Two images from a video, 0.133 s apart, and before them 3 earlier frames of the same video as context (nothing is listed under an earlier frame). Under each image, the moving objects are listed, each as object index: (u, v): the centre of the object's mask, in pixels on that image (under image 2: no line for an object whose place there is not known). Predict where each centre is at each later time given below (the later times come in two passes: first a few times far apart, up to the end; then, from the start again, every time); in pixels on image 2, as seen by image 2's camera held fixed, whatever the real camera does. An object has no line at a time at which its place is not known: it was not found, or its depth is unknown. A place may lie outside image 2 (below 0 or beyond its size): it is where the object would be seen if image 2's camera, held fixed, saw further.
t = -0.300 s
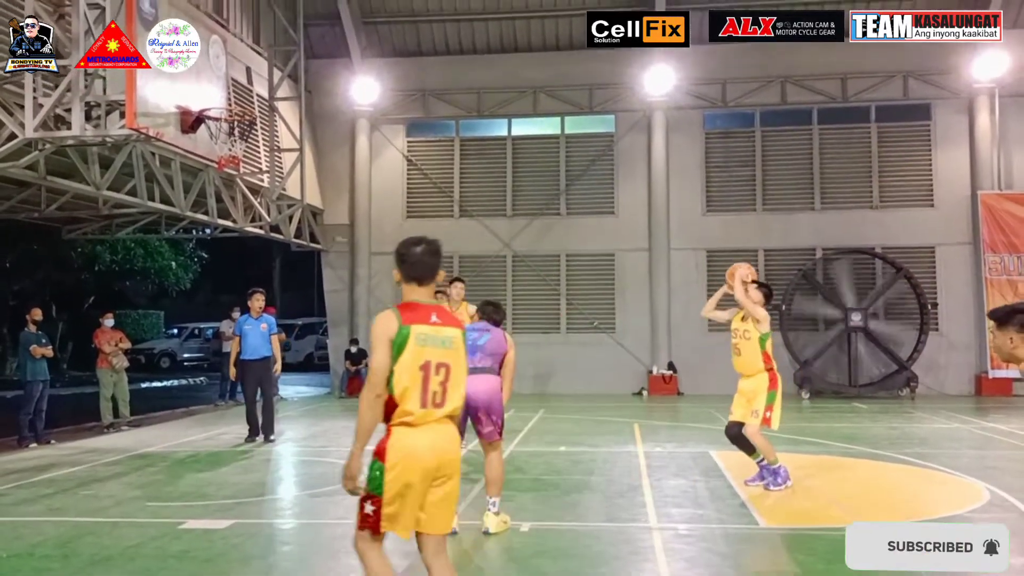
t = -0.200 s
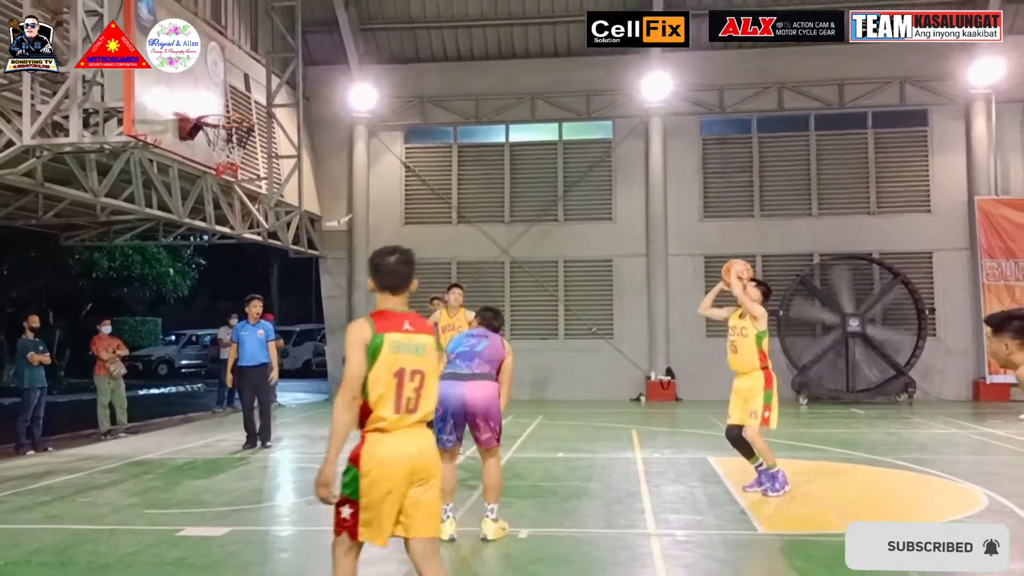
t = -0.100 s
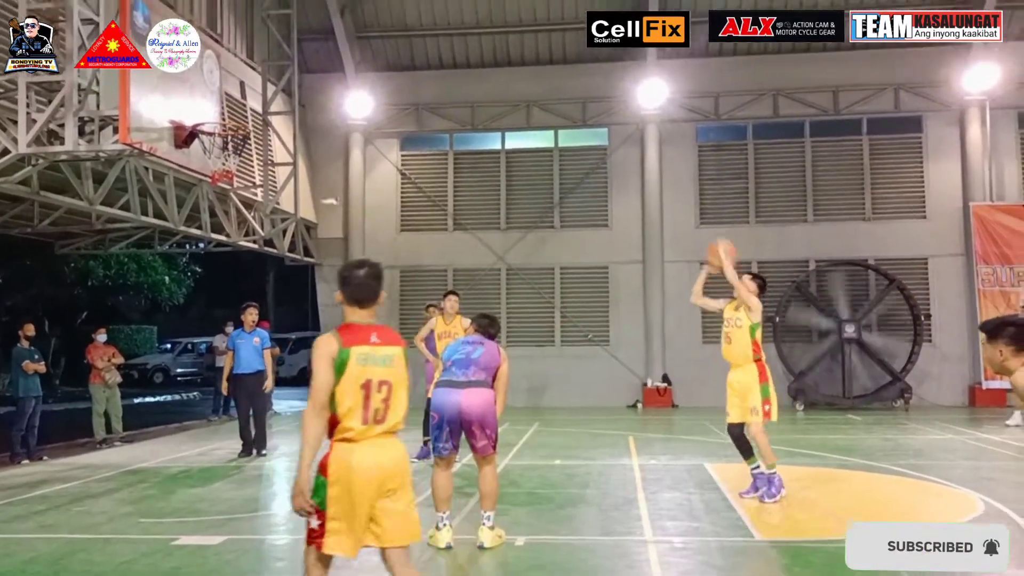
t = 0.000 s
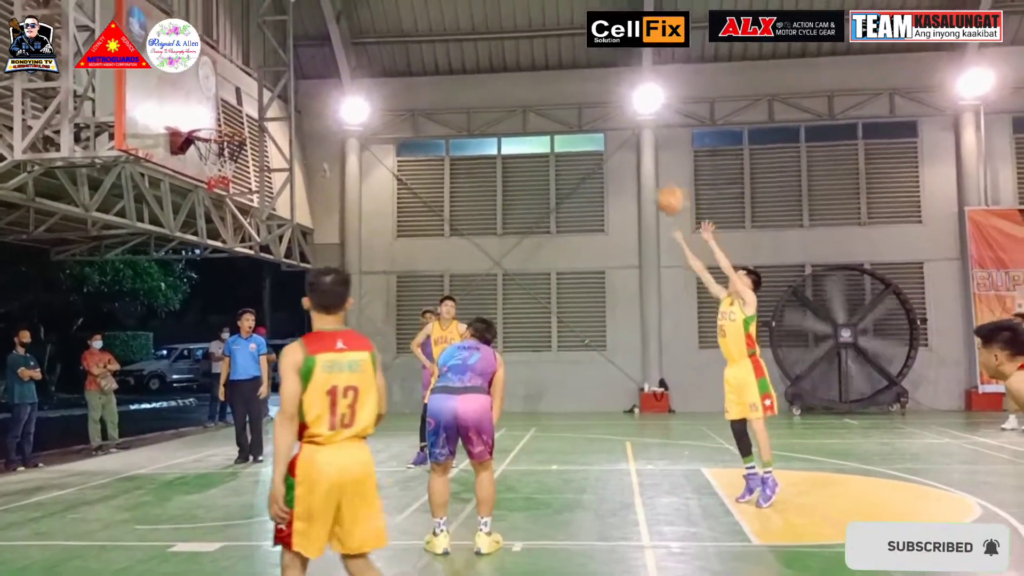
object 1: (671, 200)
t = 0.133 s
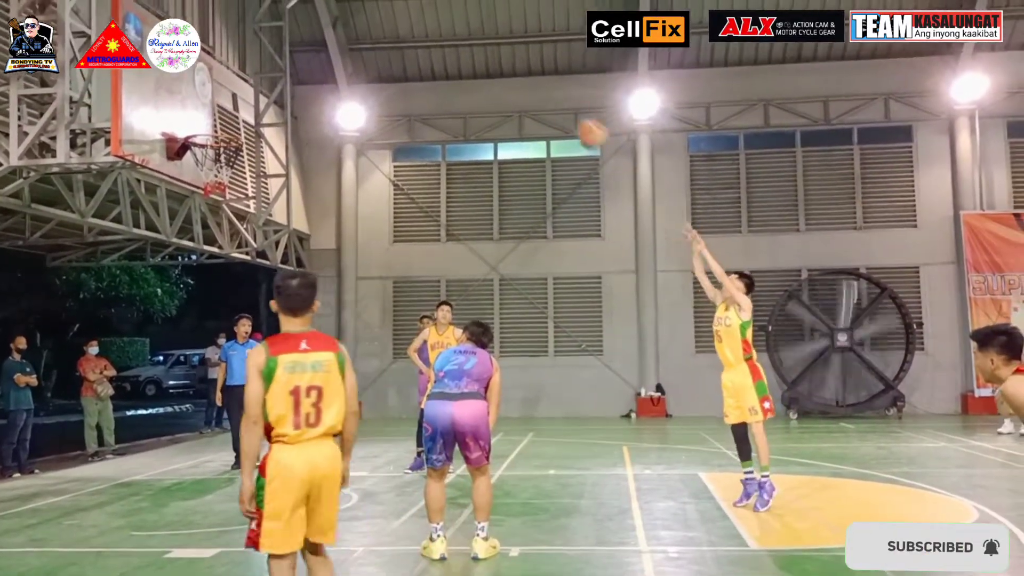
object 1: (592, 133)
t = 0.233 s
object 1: (538, 96)
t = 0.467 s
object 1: (416, 57)
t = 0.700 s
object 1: (302, 79)
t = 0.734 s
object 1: (286, 88)
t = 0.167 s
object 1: (574, 120)
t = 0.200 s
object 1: (555, 106)
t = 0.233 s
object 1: (538, 96)
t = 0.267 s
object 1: (520, 86)
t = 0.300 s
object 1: (503, 77)
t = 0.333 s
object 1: (485, 70)
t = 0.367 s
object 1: (468, 66)
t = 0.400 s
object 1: (450, 62)
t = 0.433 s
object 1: (433, 59)
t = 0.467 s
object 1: (416, 57)
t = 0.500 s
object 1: (400, 56)
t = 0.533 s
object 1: (383, 57)
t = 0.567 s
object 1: (366, 59)
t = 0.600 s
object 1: (350, 63)
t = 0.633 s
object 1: (334, 66)
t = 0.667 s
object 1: (317, 73)
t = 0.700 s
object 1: (302, 79)
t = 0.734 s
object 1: (286, 88)
